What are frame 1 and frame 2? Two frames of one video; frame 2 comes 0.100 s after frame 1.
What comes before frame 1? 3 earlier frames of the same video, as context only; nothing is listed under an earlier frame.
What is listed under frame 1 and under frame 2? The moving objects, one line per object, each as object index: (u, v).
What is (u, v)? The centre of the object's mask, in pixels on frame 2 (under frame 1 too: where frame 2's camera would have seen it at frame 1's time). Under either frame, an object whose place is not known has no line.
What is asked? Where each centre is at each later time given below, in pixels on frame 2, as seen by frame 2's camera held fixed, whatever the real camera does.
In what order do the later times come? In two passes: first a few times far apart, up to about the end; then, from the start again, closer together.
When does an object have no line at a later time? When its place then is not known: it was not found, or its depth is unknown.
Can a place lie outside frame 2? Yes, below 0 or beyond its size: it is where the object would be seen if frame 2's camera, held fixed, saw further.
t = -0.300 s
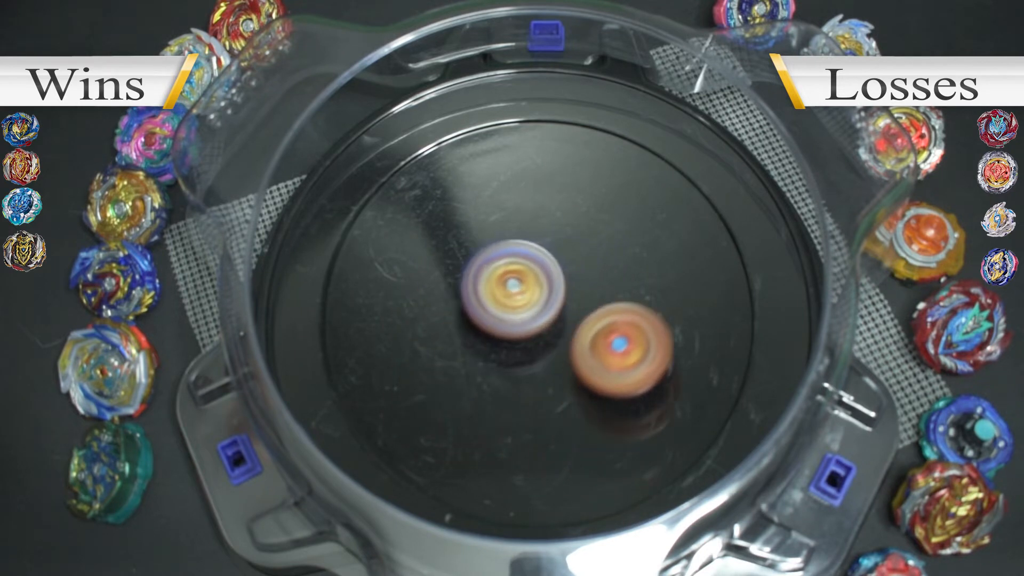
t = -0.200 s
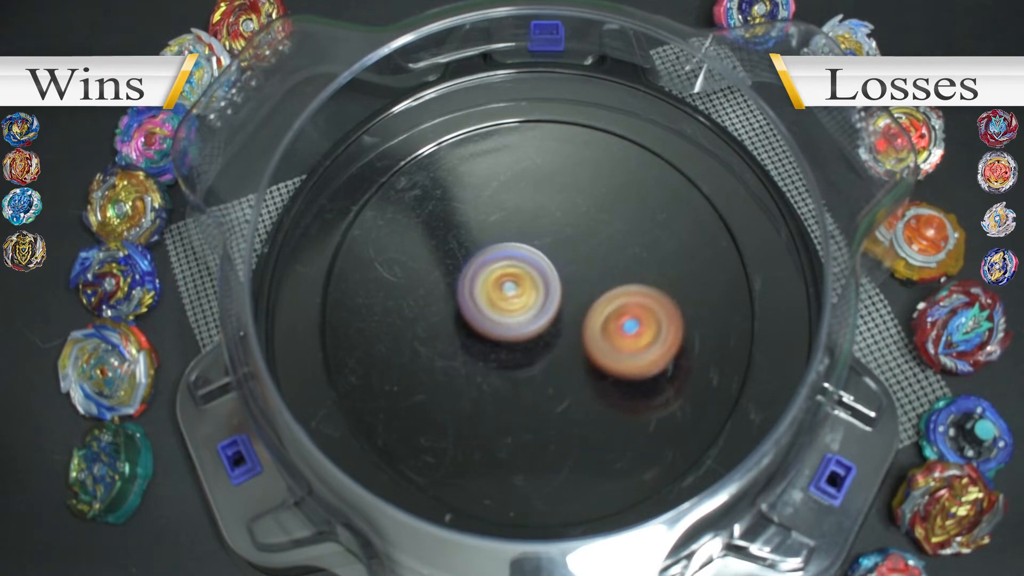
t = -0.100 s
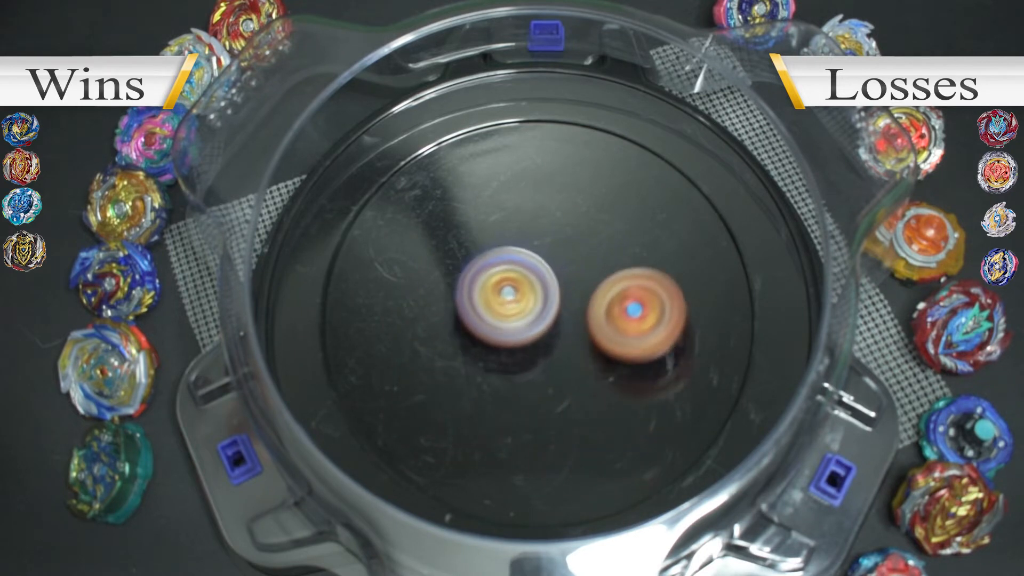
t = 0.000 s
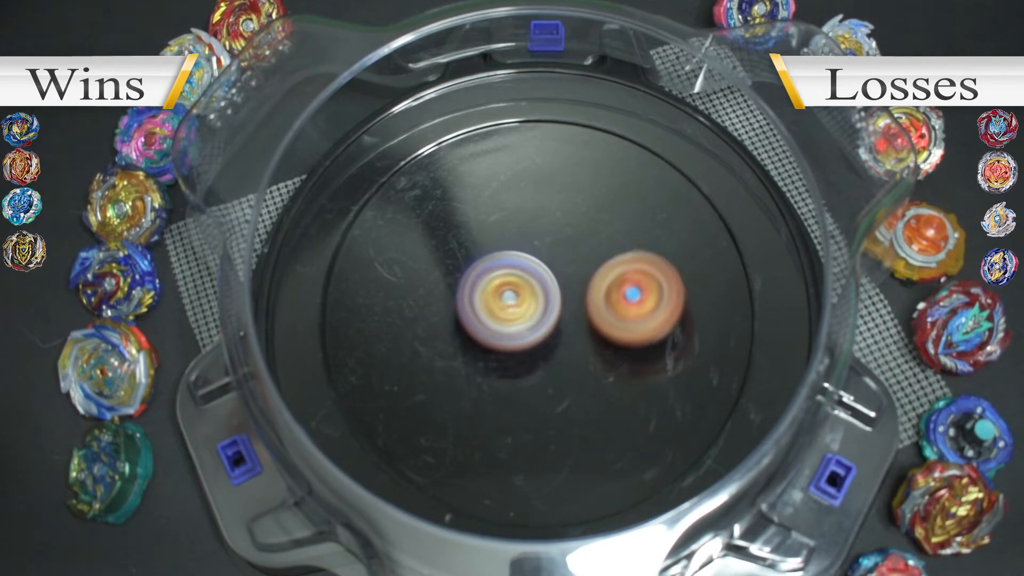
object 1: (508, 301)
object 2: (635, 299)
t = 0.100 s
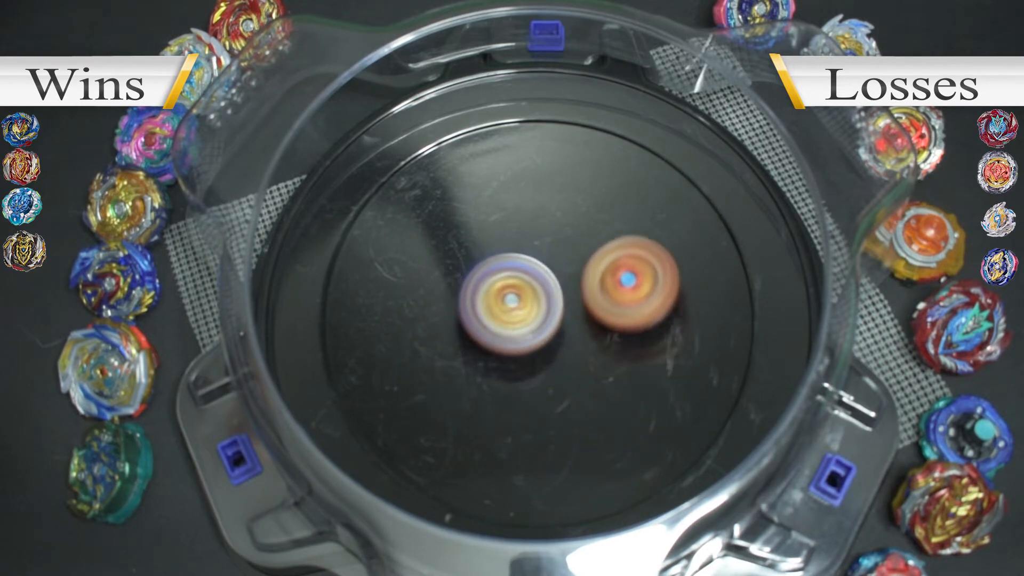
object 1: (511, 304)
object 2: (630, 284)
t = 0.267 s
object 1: (517, 307)
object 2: (614, 263)
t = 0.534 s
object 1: (516, 314)
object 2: (594, 232)
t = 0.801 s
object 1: (497, 362)
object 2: (582, 198)
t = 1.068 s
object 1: (519, 356)
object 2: (548, 236)
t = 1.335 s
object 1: (539, 334)
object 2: (466, 249)
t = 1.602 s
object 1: (542, 314)
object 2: (448, 269)
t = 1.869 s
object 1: (564, 309)
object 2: (458, 303)
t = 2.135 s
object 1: (575, 303)
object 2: (471, 369)
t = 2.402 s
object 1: (577, 303)
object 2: (509, 394)
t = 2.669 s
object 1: (605, 249)
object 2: (511, 440)
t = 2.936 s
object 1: (578, 254)
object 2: (521, 393)
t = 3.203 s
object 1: (554, 255)
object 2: (588, 360)
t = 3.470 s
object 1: (525, 240)
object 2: (610, 384)
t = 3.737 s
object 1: (496, 239)
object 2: (620, 364)
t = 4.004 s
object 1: (476, 237)
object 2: (624, 368)
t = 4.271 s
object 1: (480, 267)
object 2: (607, 331)
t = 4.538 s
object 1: (488, 285)
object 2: (598, 320)
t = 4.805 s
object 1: (491, 295)
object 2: (594, 320)
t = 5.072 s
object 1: (437, 288)
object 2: (659, 341)
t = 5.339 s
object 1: (478, 306)
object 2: (597, 340)
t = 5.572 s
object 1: (481, 303)
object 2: (592, 331)
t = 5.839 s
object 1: (483, 300)
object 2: (599, 327)
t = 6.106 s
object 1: (471, 295)
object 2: (614, 330)
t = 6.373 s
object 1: (489, 302)
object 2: (597, 327)
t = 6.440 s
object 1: (486, 300)
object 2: (602, 326)
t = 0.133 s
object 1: (512, 305)
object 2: (628, 279)
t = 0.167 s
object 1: (513, 306)
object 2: (625, 275)
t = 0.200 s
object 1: (514, 307)
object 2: (622, 271)
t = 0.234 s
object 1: (515, 307)
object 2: (618, 267)
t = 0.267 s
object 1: (517, 307)
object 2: (614, 263)
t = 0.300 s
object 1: (517, 308)
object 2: (610, 260)
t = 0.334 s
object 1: (514, 310)
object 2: (610, 252)
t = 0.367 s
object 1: (512, 313)
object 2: (609, 245)
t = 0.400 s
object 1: (511, 313)
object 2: (608, 240)
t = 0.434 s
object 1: (511, 314)
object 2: (605, 236)
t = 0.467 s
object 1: (512, 314)
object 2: (602, 234)
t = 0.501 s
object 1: (514, 314)
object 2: (598, 232)
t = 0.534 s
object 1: (516, 314)
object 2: (594, 232)
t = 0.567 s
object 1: (517, 315)
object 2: (589, 232)
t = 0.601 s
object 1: (519, 315)
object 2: (585, 233)
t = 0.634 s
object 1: (521, 315)
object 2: (580, 233)
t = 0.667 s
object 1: (514, 326)
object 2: (580, 223)
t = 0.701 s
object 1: (507, 340)
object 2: (583, 209)
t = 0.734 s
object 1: (501, 351)
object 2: (584, 201)
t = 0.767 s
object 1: (498, 357)
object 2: (584, 198)
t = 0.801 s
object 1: (497, 362)
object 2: (582, 198)
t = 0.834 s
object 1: (497, 365)
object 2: (580, 200)
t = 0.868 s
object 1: (499, 365)
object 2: (578, 204)
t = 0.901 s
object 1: (501, 365)
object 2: (576, 210)
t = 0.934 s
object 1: (505, 364)
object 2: (574, 216)
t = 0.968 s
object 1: (508, 362)
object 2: (570, 222)
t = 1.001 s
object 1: (512, 361)
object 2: (564, 227)
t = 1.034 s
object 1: (516, 359)
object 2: (557, 233)
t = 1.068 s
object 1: (519, 356)
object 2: (548, 236)
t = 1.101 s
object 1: (523, 354)
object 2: (538, 239)
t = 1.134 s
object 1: (527, 351)
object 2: (528, 242)
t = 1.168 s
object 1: (529, 348)
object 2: (517, 244)
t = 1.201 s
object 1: (532, 345)
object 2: (506, 246)
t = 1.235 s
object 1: (534, 342)
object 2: (495, 247)
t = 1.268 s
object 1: (536, 339)
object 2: (484, 248)
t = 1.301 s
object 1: (538, 336)
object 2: (475, 249)
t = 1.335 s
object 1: (539, 334)
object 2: (466, 249)
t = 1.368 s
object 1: (540, 332)
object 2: (458, 251)
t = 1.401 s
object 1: (541, 329)
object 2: (452, 252)
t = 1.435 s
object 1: (541, 327)
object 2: (446, 253)
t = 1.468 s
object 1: (542, 324)
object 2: (443, 256)
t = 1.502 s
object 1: (542, 321)
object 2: (442, 259)
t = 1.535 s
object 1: (542, 319)
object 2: (442, 262)
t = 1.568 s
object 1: (542, 316)
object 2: (444, 265)
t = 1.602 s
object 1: (542, 314)
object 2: (448, 269)
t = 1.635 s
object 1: (547, 314)
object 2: (447, 270)
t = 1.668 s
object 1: (553, 314)
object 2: (446, 272)
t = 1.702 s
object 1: (557, 314)
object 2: (446, 274)
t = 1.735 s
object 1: (559, 313)
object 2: (449, 278)
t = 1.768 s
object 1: (560, 312)
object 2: (452, 283)
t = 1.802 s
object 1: (561, 311)
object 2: (455, 289)
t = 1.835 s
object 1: (562, 310)
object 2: (458, 296)
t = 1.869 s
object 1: (564, 309)
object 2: (458, 303)
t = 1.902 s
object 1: (566, 308)
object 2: (458, 312)
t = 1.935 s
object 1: (568, 307)
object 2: (458, 320)
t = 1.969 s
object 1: (569, 307)
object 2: (459, 329)
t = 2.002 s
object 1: (571, 306)
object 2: (461, 338)
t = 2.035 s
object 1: (572, 305)
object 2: (463, 347)
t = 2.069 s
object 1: (573, 304)
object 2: (464, 355)
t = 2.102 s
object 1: (574, 304)
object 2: (467, 362)
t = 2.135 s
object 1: (575, 303)
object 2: (471, 369)
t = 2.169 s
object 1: (576, 303)
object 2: (474, 375)
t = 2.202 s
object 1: (576, 303)
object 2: (478, 380)
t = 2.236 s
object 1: (576, 303)
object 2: (483, 384)
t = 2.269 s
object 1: (577, 303)
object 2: (487, 387)
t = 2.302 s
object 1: (577, 303)
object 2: (493, 390)
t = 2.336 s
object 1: (577, 303)
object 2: (498, 392)
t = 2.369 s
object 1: (577, 303)
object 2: (503, 393)
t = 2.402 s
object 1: (577, 303)
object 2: (509, 394)
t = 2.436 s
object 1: (577, 303)
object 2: (515, 394)
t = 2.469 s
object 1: (576, 304)
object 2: (521, 394)
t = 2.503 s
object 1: (576, 304)
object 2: (528, 394)
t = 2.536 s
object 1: (580, 298)
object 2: (529, 403)
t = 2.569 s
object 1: (591, 279)
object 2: (521, 422)
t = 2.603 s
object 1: (599, 265)
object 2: (515, 435)
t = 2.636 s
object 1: (603, 255)
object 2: (513, 440)
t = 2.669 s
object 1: (605, 249)
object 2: (511, 440)
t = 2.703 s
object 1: (604, 245)
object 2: (510, 437)
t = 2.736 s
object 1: (602, 244)
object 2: (509, 432)
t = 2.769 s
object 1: (598, 244)
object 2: (509, 426)
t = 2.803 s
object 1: (595, 245)
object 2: (510, 420)
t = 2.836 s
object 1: (591, 247)
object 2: (512, 413)
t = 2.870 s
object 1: (587, 249)
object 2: (514, 407)
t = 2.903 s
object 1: (583, 251)
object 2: (517, 400)
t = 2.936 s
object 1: (578, 254)
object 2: (521, 393)
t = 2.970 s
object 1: (574, 257)
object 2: (526, 385)
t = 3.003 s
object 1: (571, 260)
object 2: (533, 377)
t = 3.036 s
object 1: (567, 263)
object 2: (542, 369)
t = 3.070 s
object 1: (565, 264)
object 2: (551, 363)
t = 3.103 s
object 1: (562, 260)
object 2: (560, 363)
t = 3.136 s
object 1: (559, 258)
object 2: (569, 360)
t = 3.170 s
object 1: (557, 259)
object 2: (578, 357)
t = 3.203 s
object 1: (554, 255)
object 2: (588, 360)
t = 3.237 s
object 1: (548, 243)
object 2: (601, 375)
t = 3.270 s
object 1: (543, 234)
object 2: (611, 385)
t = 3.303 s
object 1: (538, 230)
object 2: (617, 392)
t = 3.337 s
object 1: (534, 229)
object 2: (619, 394)
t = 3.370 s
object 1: (531, 230)
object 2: (619, 394)
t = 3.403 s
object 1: (528, 233)
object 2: (617, 392)
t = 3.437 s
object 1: (526, 236)
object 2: (613, 388)
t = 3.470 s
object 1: (525, 240)
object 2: (610, 384)
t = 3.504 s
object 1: (524, 244)
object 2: (605, 379)
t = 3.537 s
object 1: (523, 247)
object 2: (600, 373)
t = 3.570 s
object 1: (522, 251)
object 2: (594, 368)
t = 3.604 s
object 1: (521, 254)
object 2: (590, 361)
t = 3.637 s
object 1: (521, 258)
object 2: (587, 353)
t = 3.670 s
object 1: (520, 262)
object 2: (586, 345)
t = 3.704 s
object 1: (510, 253)
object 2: (601, 351)
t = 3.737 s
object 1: (496, 239)
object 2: (620, 364)
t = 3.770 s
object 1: (485, 228)
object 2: (633, 372)
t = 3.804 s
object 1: (476, 221)
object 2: (641, 377)
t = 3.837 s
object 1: (472, 218)
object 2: (645, 379)
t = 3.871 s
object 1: (470, 219)
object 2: (644, 378)
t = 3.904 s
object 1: (470, 222)
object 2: (641, 377)
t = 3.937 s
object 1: (472, 226)
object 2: (636, 374)
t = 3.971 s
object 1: (474, 232)
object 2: (630, 372)
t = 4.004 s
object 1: (476, 237)
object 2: (624, 368)
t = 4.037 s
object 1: (479, 243)
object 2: (617, 364)
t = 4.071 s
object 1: (482, 250)
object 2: (610, 359)
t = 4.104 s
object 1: (487, 257)
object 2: (602, 355)
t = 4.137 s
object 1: (491, 264)
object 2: (595, 349)
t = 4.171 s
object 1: (495, 270)
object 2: (589, 341)
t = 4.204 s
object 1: (497, 274)
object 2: (584, 333)
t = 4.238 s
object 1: (488, 270)
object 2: (596, 331)
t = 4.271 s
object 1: (480, 267)
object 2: (607, 331)
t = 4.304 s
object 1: (475, 266)
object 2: (613, 330)
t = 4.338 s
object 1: (473, 267)
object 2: (616, 329)
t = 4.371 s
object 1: (473, 268)
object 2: (615, 327)
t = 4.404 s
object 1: (475, 271)
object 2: (613, 326)
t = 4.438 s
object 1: (478, 274)
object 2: (610, 324)
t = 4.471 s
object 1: (481, 278)
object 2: (606, 323)
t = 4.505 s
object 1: (484, 281)
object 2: (602, 322)
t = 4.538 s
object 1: (488, 285)
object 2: (598, 320)
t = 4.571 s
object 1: (491, 287)
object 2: (594, 319)
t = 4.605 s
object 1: (489, 288)
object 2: (598, 320)
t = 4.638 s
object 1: (485, 288)
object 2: (603, 321)
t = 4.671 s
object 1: (484, 288)
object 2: (604, 321)
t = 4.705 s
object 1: (485, 289)
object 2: (603, 321)
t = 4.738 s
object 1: (487, 291)
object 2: (601, 320)
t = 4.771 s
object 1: (489, 293)
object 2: (597, 320)
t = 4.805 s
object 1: (491, 295)
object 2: (594, 320)
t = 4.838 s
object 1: (484, 294)
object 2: (605, 322)
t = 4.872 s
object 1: (464, 290)
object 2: (629, 325)
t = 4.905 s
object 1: (449, 286)
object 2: (647, 327)
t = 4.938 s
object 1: (439, 284)
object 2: (658, 329)
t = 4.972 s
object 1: (434, 283)
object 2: (664, 332)
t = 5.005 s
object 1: (433, 284)
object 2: (665, 336)
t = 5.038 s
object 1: (434, 286)
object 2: (663, 339)
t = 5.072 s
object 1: (437, 288)
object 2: (659, 341)
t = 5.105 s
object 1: (441, 291)
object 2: (653, 342)
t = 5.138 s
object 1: (446, 294)
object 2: (646, 343)
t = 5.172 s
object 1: (451, 296)
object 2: (638, 344)
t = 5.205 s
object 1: (457, 299)
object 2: (629, 344)
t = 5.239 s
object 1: (462, 301)
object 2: (621, 344)
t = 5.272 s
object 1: (467, 303)
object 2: (613, 343)
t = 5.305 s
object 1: (473, 305)
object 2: (604, 342)
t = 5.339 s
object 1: (478, 306)
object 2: (597, 340)
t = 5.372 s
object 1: (482, 307)
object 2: (589, 338)
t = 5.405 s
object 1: (482, 308)
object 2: (588, 336)
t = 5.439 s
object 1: (477, 305)
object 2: (594, 336)
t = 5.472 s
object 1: (475, 304)
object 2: (596, 336)
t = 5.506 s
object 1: (475, 303)
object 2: (597, 335)
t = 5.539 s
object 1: (477, 303)
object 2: (595, 333)
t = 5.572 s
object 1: (481, 303)
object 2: (592, 331)
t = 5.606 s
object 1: (485, 304)
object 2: (589, 330)
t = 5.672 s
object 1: (484, 303)
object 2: (594, 329)
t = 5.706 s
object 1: (478, 301)
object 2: (601, 329)
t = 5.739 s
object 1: (477, 299)
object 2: (604, 329)
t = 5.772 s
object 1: (478, 299)
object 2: (604, 328)
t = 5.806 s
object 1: (480, 299)
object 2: (602, 327)
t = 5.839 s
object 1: (483, 300)
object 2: (599, 327)
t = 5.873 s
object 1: (487, 301)
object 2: (596, 327)
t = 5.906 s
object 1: (488, 302)
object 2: (595, 327)
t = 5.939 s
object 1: (478, 300)
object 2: (605, 328)
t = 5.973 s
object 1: (470, 297)
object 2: (613, 329)
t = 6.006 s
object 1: (466, 295)
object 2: (617, 329)
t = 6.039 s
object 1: (465, 295)
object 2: (617, 329)
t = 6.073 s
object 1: (467, 295)
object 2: (616, 330)
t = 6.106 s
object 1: (471, 295)
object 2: (614, 330)
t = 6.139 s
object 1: (474, 296)
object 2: (611, 330)
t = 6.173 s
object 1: (478, 297)
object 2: (607, 330)
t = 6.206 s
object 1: (482, 298)
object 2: (604, 329)
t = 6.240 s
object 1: (486, 300)
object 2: (600, 329)
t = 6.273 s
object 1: (490, 302)
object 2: (596, 328)
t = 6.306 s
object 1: (491, 303)
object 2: (596, 328)
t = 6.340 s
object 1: (489, 302)
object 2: (598, 328)
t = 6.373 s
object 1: (489, 302)
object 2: (597, 327)
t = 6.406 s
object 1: (490, 302)
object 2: (595, 326)
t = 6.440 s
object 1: (486, 300)
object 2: (602, 326)
